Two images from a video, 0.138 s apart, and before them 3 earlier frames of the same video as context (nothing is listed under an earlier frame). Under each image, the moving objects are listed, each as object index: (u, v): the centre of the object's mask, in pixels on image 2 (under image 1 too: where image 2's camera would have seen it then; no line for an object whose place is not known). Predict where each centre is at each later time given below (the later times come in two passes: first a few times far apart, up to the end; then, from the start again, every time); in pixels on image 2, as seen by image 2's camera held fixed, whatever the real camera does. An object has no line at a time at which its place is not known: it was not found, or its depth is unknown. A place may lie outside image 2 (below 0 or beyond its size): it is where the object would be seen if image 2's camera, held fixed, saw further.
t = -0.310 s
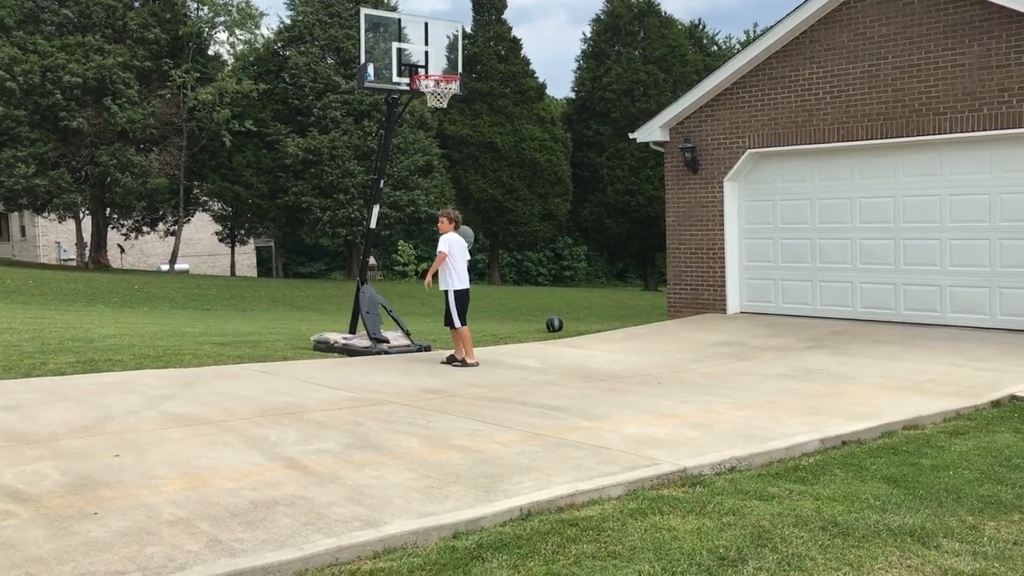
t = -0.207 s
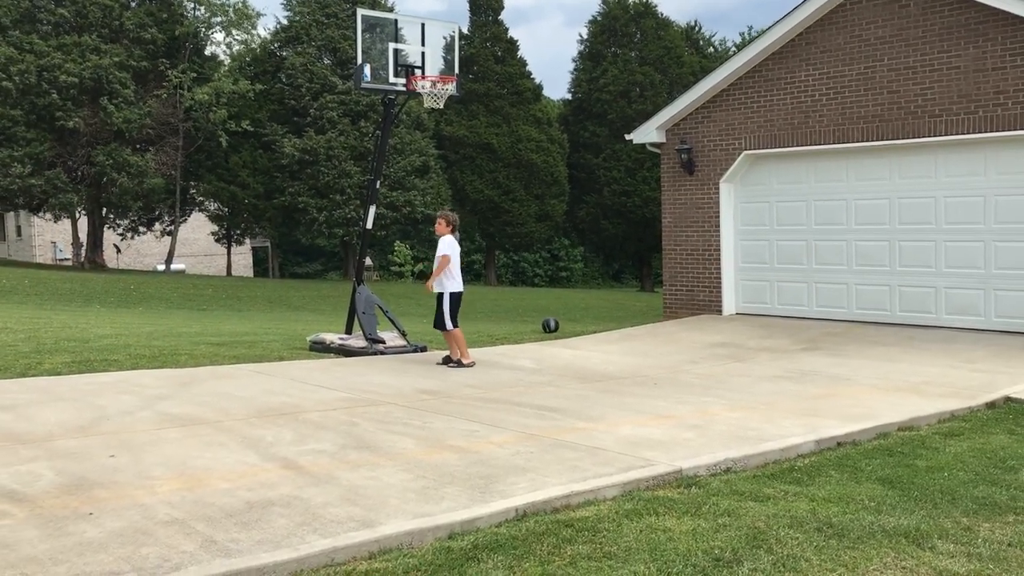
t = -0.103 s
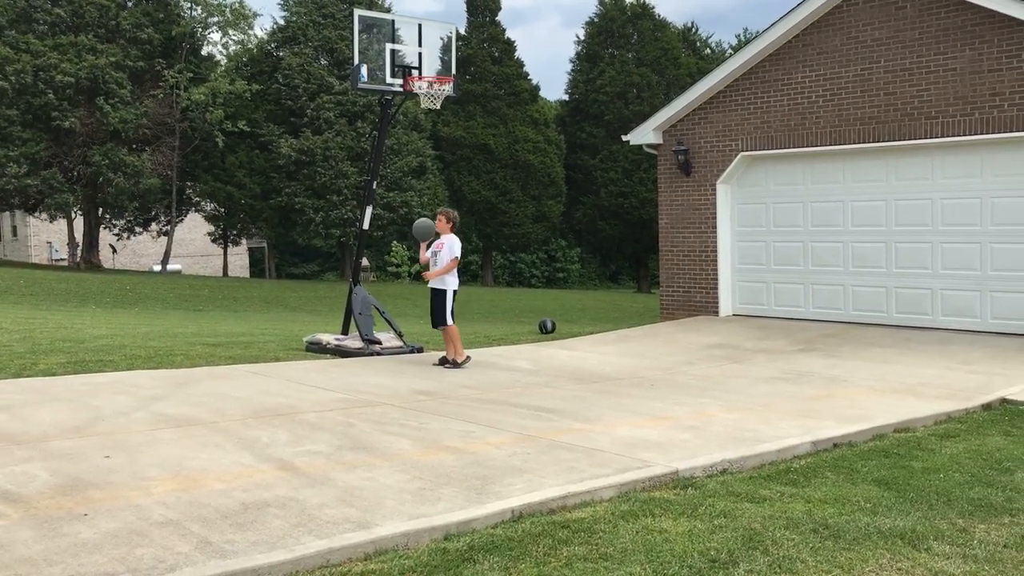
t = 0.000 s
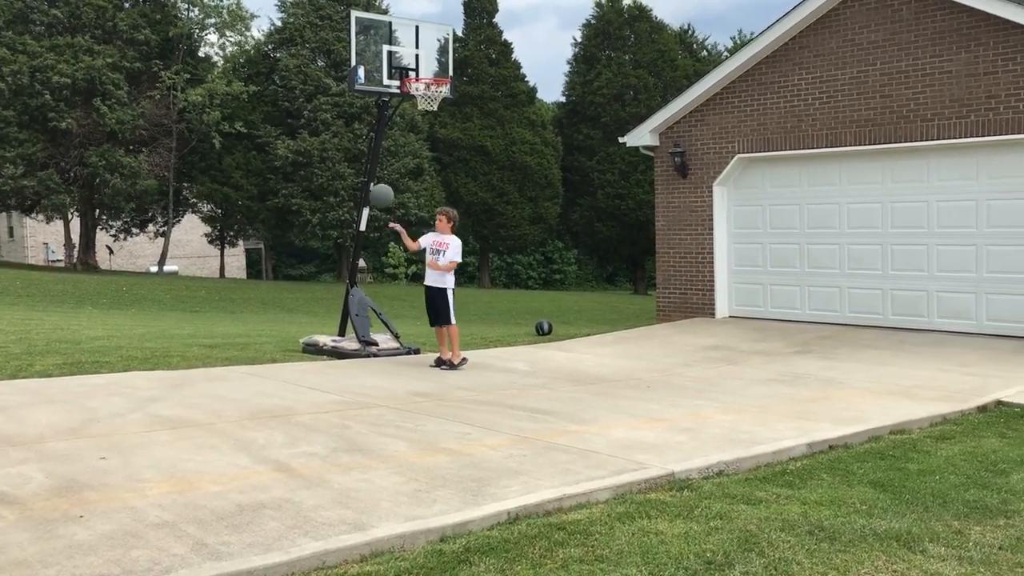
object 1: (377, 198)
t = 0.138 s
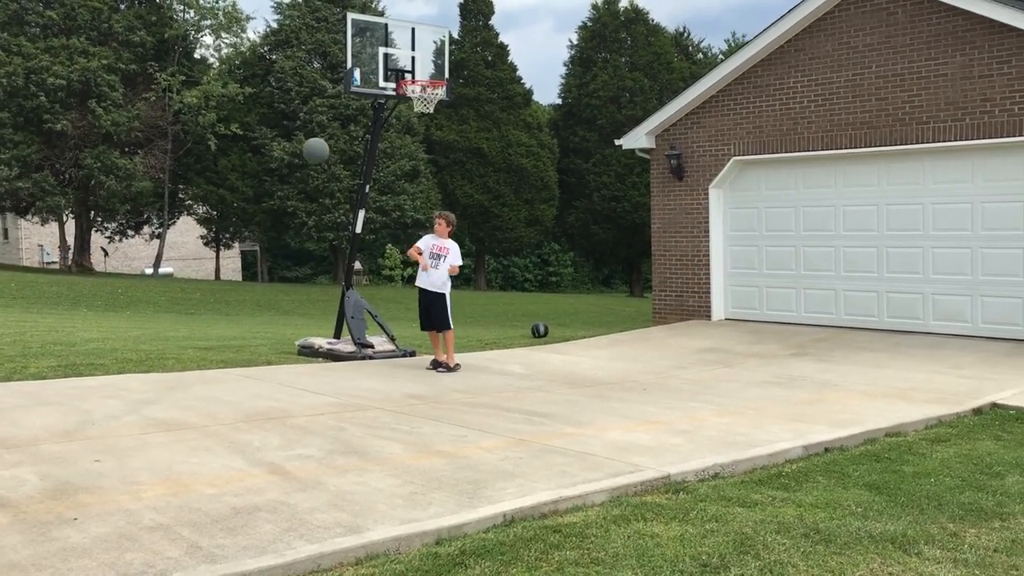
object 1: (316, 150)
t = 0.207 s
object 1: (282, 130)
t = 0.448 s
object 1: (144, 97)
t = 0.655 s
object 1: (6, 121)
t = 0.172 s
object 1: (299, 140)
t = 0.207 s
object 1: (282, 130)
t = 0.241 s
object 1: (264, 123)
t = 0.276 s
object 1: (246, 116)
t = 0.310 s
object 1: (227, 110)
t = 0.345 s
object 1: (207, 105)
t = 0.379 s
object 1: (187, 102)
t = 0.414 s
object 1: (166, 98)
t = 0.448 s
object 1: (144, 97)
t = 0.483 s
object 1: (122, 97)
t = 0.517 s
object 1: (99, 98)
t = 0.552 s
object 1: (74, 101)
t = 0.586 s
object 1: (50, 106)
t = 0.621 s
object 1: (23, 112)
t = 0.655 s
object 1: (6, 121)
